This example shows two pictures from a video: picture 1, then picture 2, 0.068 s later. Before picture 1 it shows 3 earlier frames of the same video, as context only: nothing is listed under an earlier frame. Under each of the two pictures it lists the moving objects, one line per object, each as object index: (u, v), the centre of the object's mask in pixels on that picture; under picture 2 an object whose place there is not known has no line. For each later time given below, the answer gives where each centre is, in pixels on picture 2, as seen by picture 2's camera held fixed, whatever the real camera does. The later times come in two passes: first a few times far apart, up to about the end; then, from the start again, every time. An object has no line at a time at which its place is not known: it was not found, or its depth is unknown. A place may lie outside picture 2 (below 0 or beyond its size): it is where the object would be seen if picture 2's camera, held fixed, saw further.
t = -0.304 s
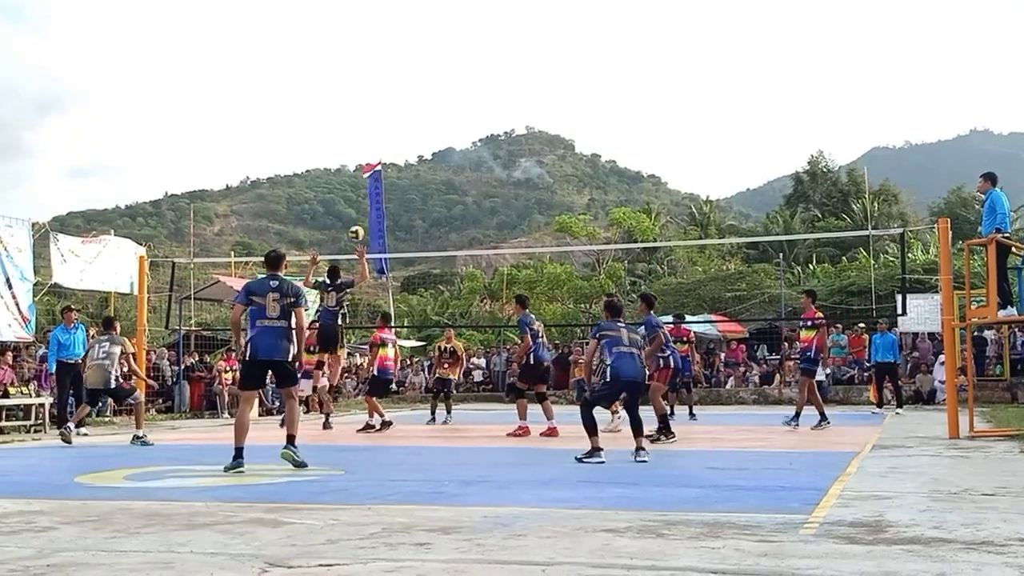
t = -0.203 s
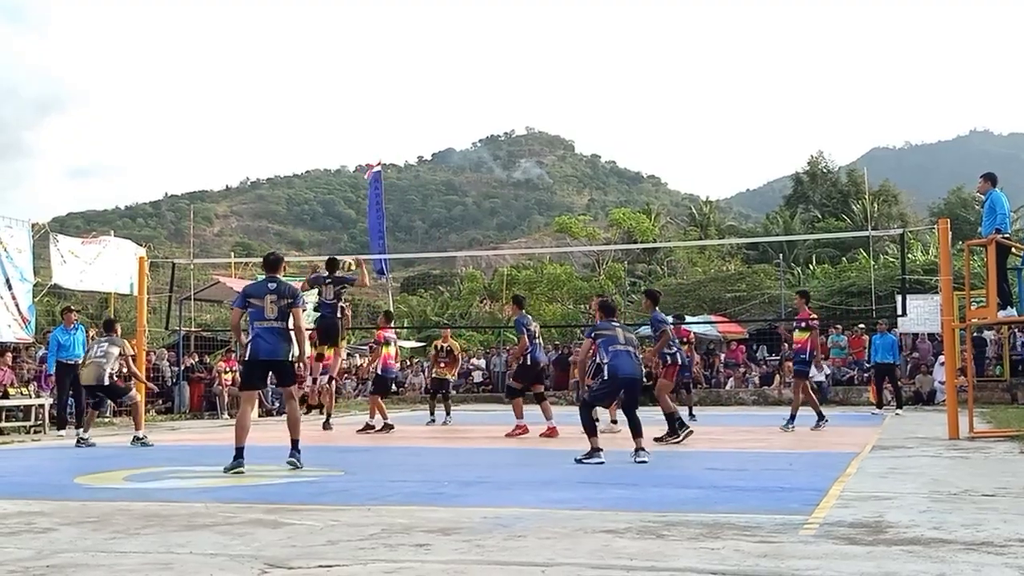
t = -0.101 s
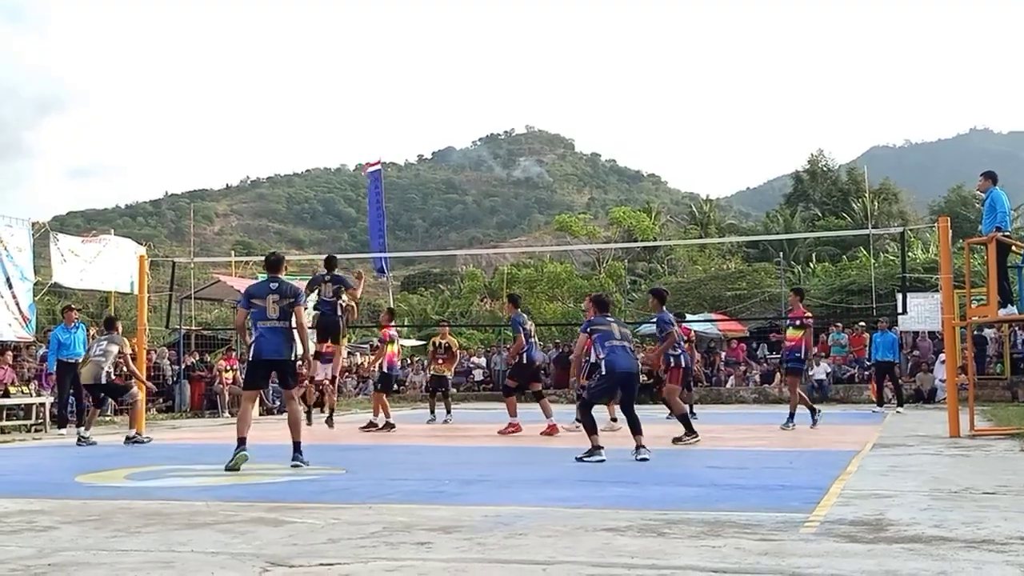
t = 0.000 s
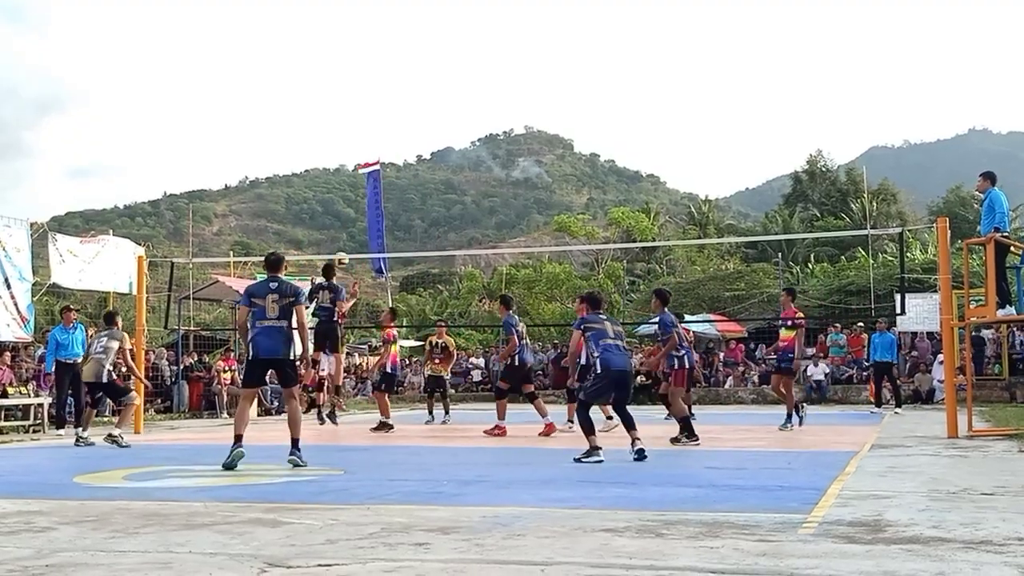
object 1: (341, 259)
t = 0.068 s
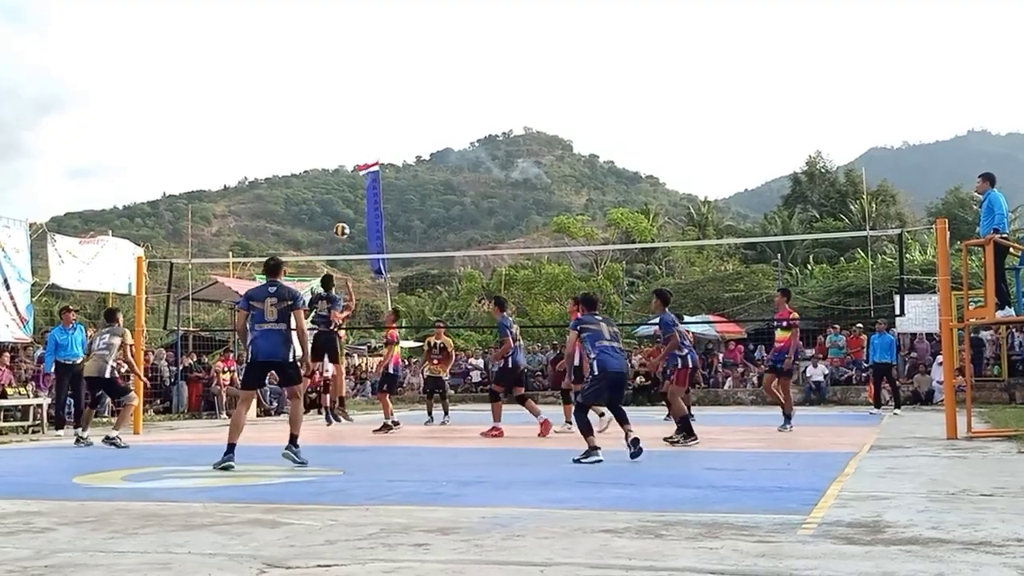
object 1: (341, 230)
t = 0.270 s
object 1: (343, 156)
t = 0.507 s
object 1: (345, 101)
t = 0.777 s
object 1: (346, 87)
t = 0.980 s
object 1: (346, 119)
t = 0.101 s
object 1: (342, 216)
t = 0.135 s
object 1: (342, 203)
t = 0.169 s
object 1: (343, 190)
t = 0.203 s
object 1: (343, 178)
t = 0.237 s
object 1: (343, 167)
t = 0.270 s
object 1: (343, 156)
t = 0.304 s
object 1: (343, 147)
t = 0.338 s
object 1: (343, 137)
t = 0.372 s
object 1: (344, 128)
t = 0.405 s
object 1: (344, 120)
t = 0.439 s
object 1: (345, 113)
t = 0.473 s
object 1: (345, 106)
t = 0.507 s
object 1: (345, 101)
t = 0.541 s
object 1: (346, 96)
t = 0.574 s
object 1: (345, 92)
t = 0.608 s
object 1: (345, 89)
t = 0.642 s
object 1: (346, 87)
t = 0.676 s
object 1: (346, 85)
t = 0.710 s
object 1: (346, 84)
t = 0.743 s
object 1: (346, 85)
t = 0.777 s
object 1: (346, 87)
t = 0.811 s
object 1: (346, 89)
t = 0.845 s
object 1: (346, 93)
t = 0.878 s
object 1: (346, 98)
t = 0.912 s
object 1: (345, 104)
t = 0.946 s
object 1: (346, 111)
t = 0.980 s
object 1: (346, 119)
